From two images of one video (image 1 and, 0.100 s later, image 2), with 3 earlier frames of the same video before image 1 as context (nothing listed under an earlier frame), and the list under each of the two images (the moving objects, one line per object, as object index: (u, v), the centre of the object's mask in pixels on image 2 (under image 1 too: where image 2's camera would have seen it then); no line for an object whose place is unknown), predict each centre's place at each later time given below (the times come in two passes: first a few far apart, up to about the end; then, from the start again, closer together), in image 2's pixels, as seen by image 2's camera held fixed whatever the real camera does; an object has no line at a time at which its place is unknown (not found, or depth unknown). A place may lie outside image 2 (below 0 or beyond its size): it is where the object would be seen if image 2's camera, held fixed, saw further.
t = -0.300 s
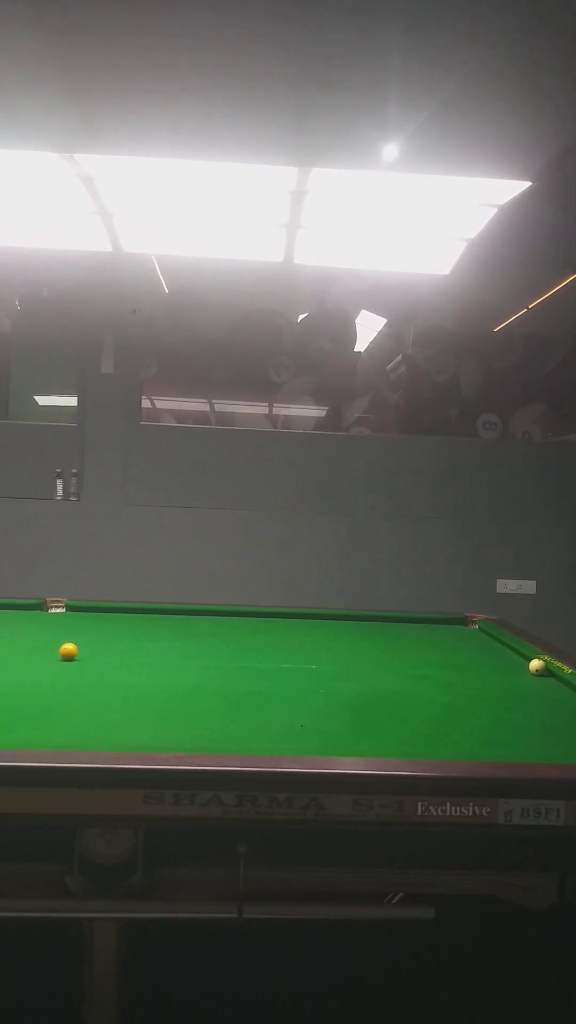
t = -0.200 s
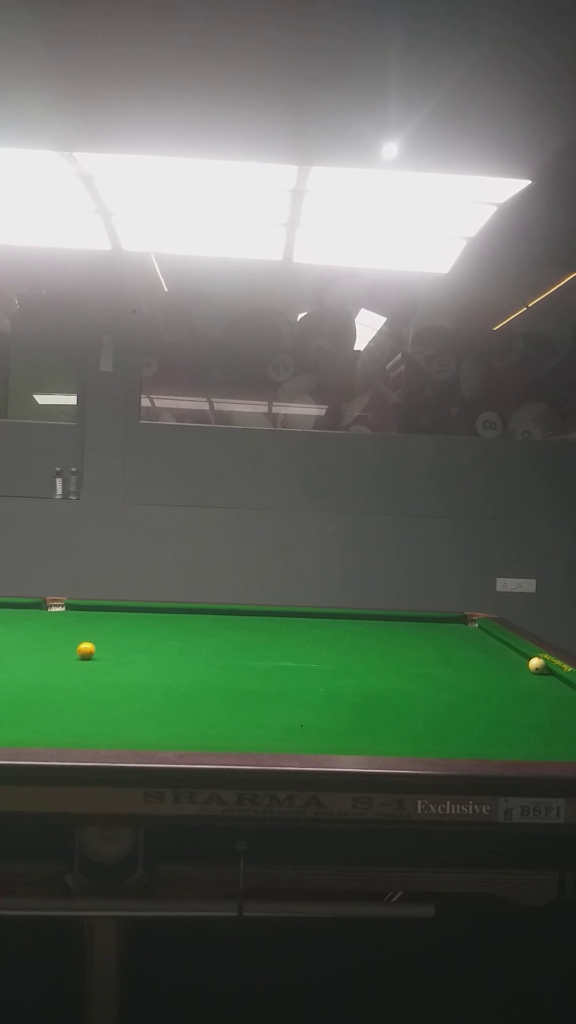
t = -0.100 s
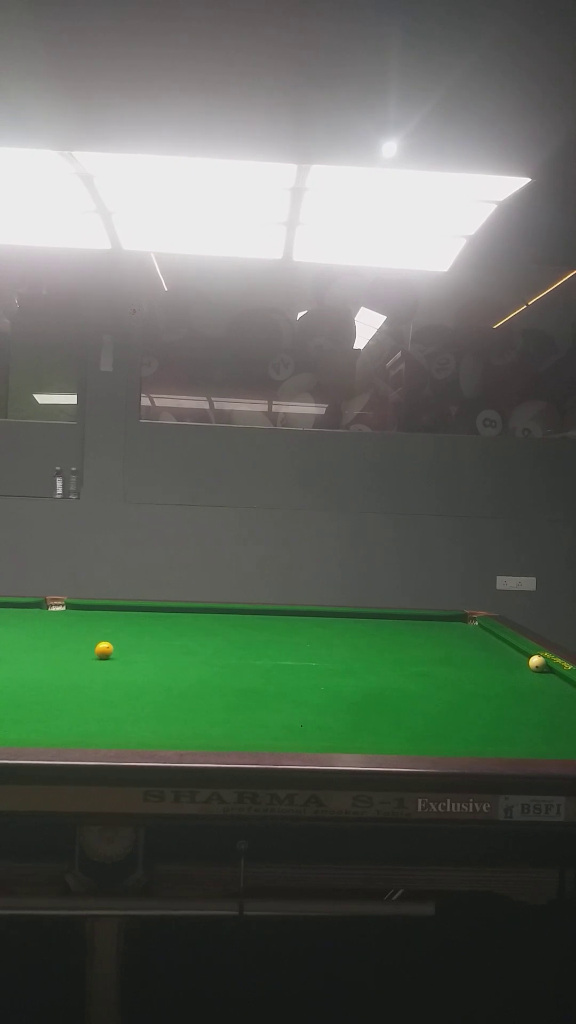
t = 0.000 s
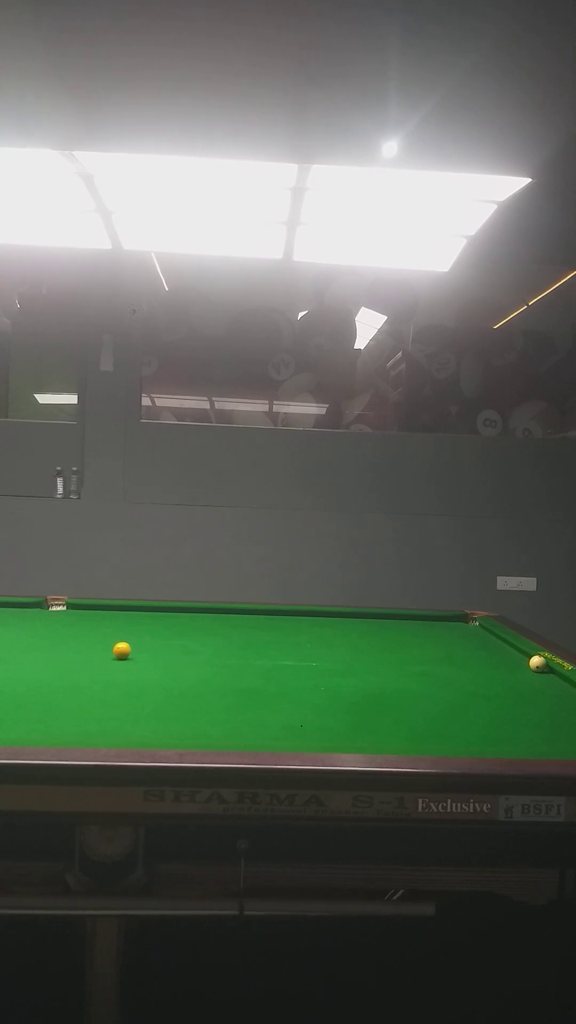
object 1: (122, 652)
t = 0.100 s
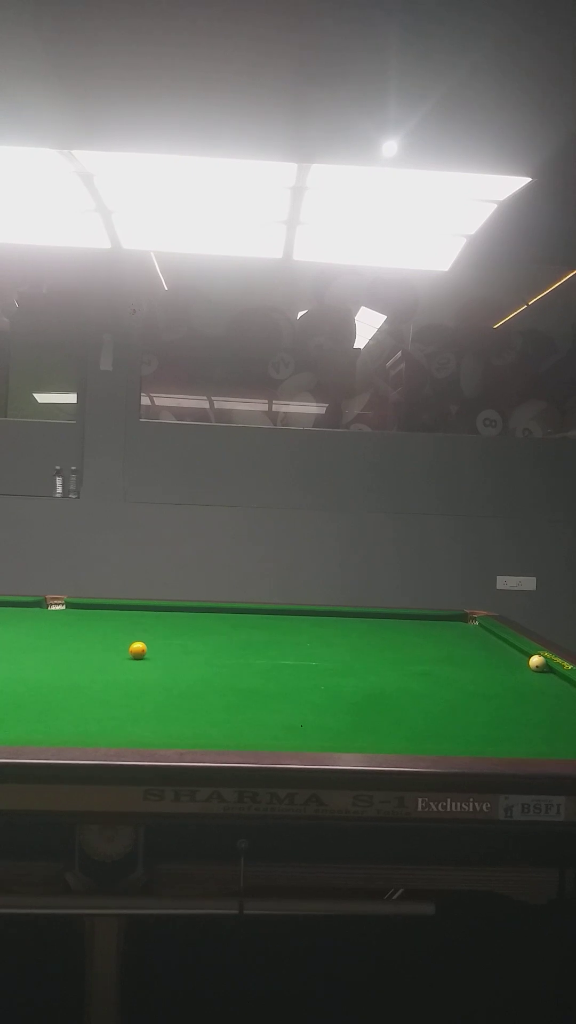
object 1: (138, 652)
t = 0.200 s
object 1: (154, 652)
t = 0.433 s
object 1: (195, 653)
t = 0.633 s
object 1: (225, 653)
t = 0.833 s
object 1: (252, 654)
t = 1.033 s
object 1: (278, 654)
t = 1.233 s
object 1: (302, 656)
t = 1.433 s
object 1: (325, 656)
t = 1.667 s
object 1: (350, 657)
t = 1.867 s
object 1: (369, 658)
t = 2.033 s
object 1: (383, 658)
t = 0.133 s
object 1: (143, 652)
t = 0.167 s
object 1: (149, 652)
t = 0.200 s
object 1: (154, 652)
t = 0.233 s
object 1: (159, 652)
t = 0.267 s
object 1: (165, 652)
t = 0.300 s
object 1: (175, 652)
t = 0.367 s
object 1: (186, 652)
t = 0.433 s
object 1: (195, 653)
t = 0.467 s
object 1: (201, 653)
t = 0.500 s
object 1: (205, 653)
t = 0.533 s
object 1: (210, 653)
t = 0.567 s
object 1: (215, 653)
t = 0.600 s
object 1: (220, 653)
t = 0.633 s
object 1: (225, 653)
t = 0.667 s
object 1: (230, 653)
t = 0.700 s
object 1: (234, 653)
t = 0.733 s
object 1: (239, 653)
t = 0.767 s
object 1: (243, 653)
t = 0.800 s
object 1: (248, 653)
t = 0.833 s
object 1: (252, 654)
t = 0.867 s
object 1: (256, 654)
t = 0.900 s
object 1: (261, 654)
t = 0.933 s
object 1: (265, 654)
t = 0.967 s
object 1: (269, 654)
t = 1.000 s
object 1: (274, 654)
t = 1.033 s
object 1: (278, 654)
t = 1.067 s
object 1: (282, 654)
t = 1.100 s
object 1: (286, 655)
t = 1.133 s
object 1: (291, 655)
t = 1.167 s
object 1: (295, 655)
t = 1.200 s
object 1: (298, 655)
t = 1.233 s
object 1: (302, 656)
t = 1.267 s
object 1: (306, 656)
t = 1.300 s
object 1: (310, 656)
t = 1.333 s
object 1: (314, 656)
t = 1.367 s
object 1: (318, 656)
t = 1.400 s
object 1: (321, 656)
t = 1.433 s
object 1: (325, 656)
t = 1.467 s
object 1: (329, 656)
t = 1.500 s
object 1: (332, 656)
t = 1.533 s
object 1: (336, 656)
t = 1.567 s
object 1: (339, 656)
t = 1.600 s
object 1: (343, 657)
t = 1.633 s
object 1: (346, 657)
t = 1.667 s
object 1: (350, 657)
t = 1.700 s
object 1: (353, 658)
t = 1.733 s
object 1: (356, 658)
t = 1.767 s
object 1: (359, 658)
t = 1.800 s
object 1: (363, 658)
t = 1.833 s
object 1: (366, 658)
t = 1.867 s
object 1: (369, 658)
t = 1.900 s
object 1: (372, 658)
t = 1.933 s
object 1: (375, 658)
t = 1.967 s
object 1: (378, 658)
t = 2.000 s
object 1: (380, 658)
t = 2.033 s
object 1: (383, 658)
